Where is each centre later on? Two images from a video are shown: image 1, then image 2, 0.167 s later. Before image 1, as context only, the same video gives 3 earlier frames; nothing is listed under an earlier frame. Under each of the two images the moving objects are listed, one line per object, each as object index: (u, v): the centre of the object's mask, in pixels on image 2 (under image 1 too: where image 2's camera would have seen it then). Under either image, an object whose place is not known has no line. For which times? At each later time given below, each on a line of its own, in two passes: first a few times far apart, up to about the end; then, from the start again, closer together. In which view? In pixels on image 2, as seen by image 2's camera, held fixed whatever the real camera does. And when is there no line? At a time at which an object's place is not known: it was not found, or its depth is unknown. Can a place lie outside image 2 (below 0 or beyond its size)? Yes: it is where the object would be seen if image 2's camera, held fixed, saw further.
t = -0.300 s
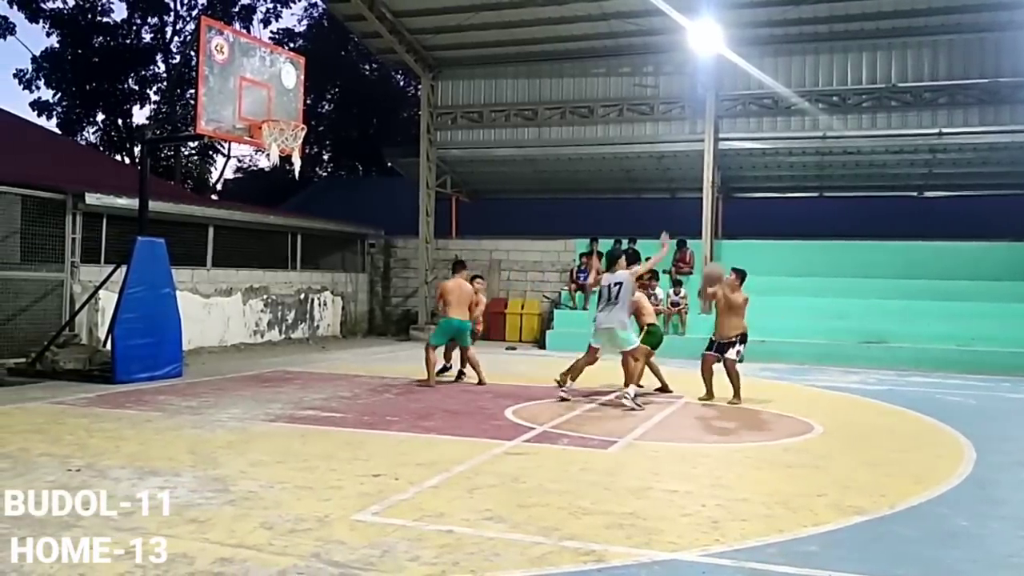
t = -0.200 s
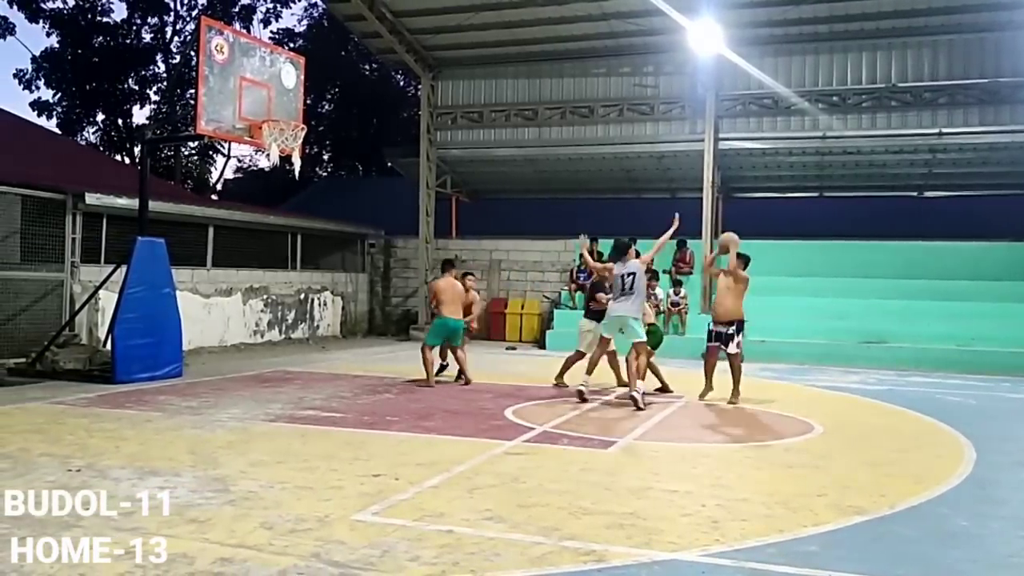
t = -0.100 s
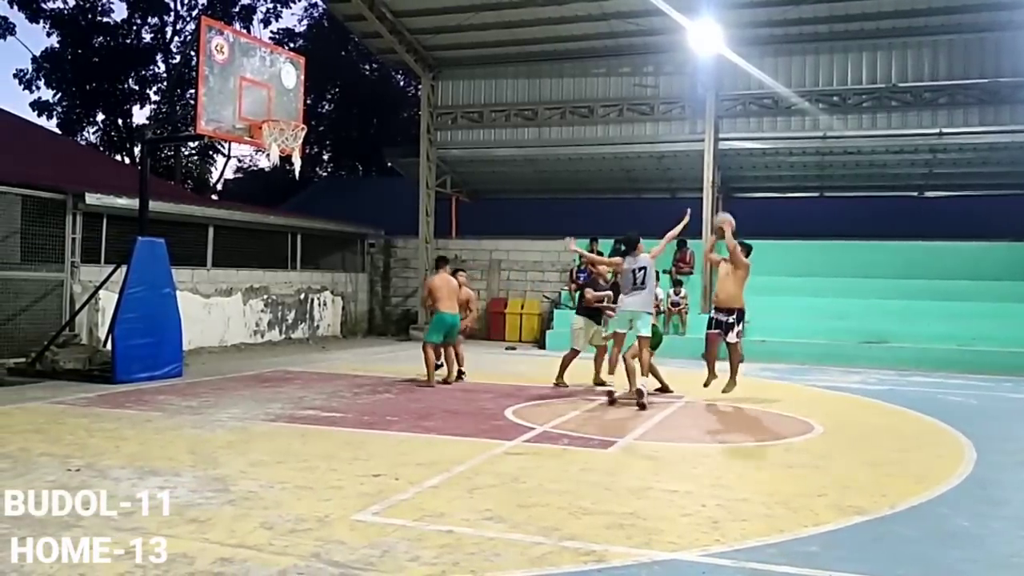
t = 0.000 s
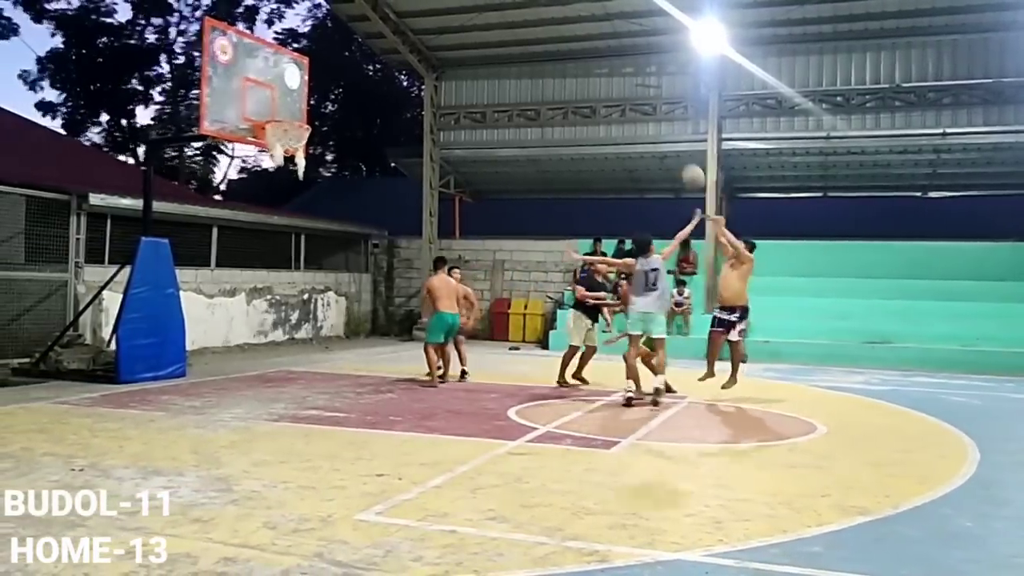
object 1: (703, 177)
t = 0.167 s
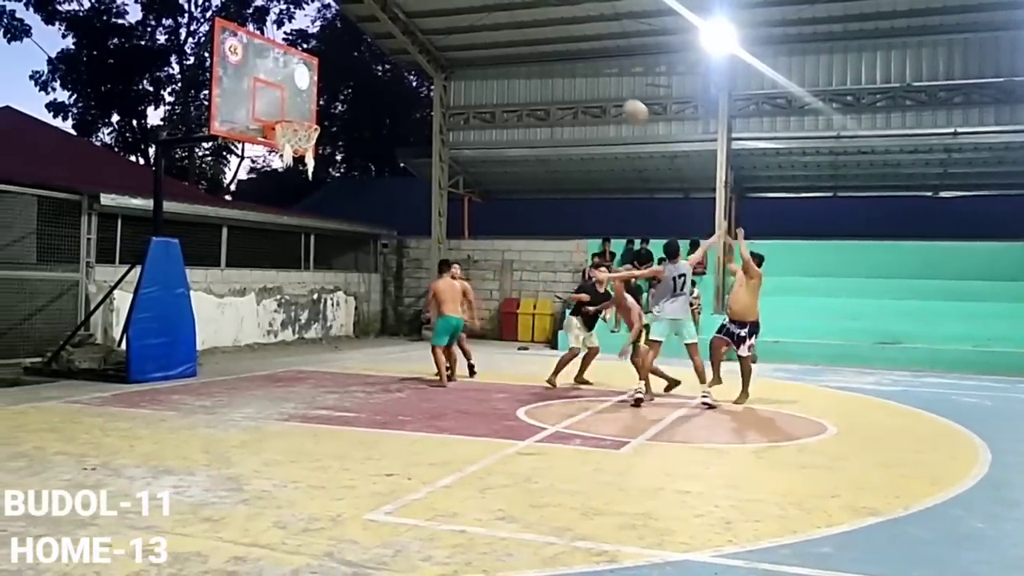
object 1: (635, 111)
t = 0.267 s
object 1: (596, 81)
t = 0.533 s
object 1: (486, 49)
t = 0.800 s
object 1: (375, 77)
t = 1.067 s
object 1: (316, 98)
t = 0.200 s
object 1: (622, 100)
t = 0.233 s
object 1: (609, 89)
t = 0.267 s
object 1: (596, 81)
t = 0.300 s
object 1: (581, 74)
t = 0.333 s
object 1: (568, 68)
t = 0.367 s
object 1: (554, 63)
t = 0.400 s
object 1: (540, 58)
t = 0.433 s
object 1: (526, 55)
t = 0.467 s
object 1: (513, 52)
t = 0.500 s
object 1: (499, 50)
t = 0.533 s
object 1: (486, 49)
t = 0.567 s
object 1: (472, 49)
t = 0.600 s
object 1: (458, 51)
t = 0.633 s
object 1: (444, 53)
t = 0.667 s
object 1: (430, 55)
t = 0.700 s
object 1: (416, 60)
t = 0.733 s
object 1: (402, 65)
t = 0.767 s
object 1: (388, 71)
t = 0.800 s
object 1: (375, 77)
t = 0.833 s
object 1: (362, 85)
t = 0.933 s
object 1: (320, 114)
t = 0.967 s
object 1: (317, 112)
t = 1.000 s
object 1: (316, 107)
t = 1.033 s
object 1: (316, 102)
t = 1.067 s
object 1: (316, 98)
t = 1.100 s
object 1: (316, 95)
